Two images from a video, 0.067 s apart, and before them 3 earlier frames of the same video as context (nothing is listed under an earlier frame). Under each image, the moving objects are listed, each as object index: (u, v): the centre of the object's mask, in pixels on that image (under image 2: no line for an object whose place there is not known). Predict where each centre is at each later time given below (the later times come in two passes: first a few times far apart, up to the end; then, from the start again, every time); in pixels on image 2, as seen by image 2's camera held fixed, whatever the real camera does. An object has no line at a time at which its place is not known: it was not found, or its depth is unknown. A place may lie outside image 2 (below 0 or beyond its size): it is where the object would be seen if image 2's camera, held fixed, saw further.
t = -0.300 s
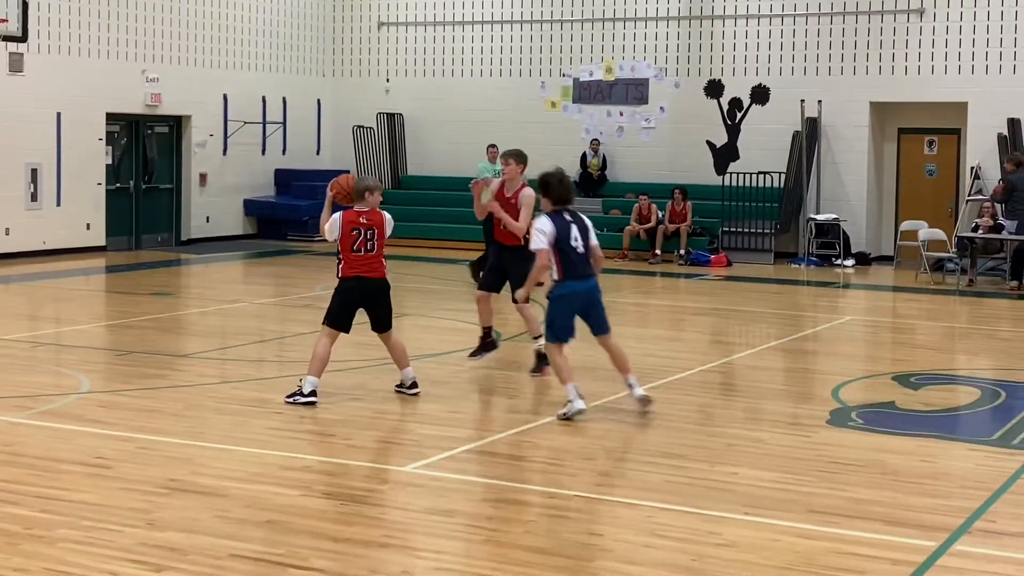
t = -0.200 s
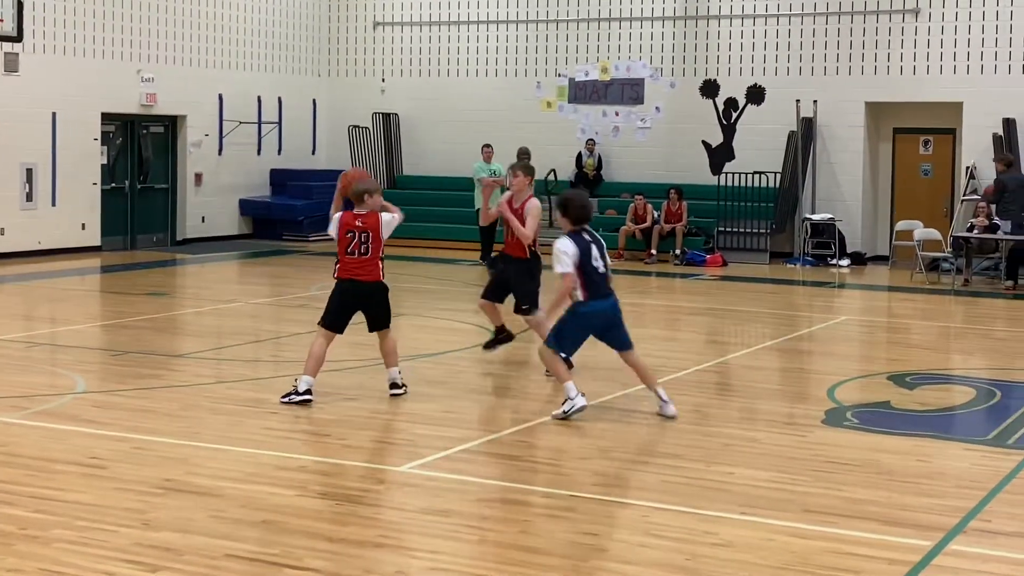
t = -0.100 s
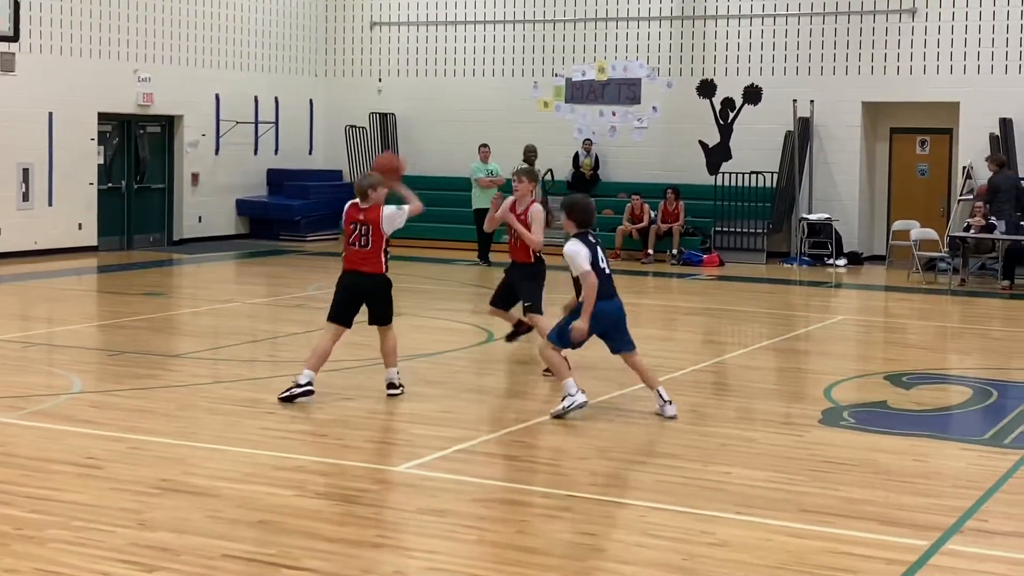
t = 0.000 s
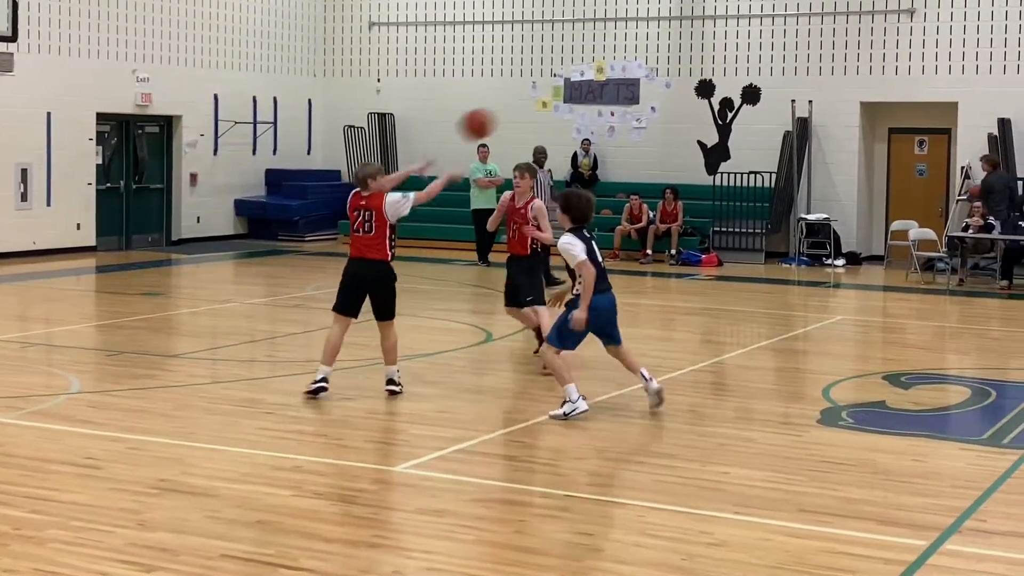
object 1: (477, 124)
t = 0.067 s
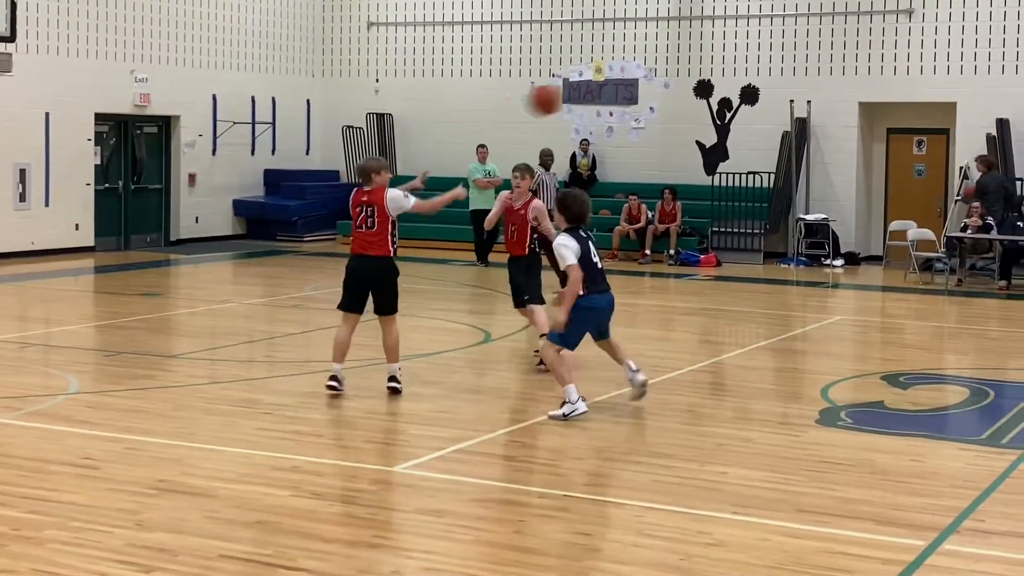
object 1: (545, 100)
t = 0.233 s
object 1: (710, 65)
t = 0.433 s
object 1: (894, 71)
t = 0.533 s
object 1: (972, 92)
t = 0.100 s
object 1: (580, 91)
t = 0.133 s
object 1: (613, 82)
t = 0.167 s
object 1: (647, 75)
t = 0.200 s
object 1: (679, 69)
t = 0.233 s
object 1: (710, 65)
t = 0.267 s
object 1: (743, 63)
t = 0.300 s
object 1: (774, 62)
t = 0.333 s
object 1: (804, 62)
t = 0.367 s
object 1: (835, 64)
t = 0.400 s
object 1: (864, 67)
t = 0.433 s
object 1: (894, 71)
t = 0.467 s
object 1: (918, 78)
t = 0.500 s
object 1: (947, 84)
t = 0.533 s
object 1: (972, 92)
